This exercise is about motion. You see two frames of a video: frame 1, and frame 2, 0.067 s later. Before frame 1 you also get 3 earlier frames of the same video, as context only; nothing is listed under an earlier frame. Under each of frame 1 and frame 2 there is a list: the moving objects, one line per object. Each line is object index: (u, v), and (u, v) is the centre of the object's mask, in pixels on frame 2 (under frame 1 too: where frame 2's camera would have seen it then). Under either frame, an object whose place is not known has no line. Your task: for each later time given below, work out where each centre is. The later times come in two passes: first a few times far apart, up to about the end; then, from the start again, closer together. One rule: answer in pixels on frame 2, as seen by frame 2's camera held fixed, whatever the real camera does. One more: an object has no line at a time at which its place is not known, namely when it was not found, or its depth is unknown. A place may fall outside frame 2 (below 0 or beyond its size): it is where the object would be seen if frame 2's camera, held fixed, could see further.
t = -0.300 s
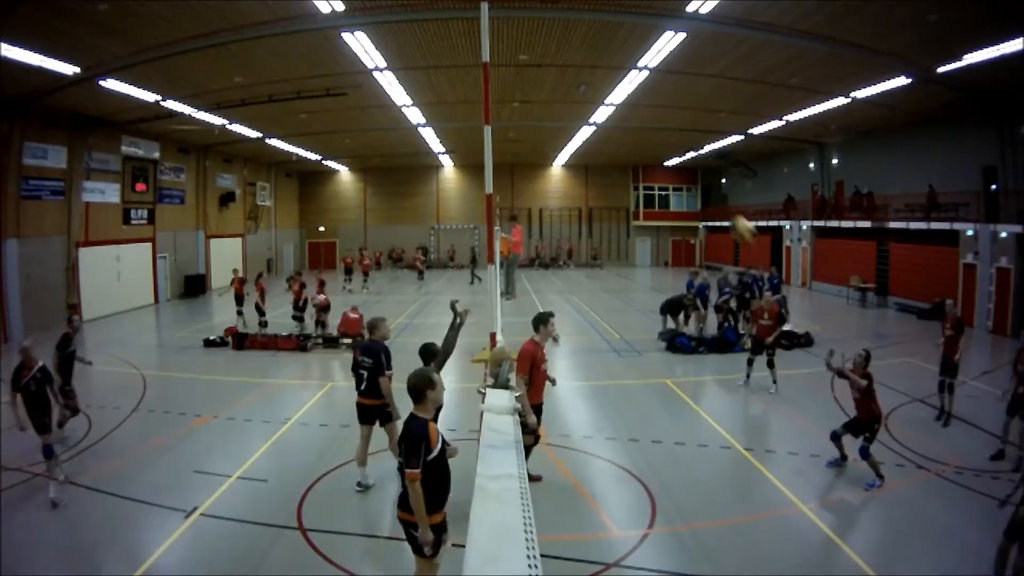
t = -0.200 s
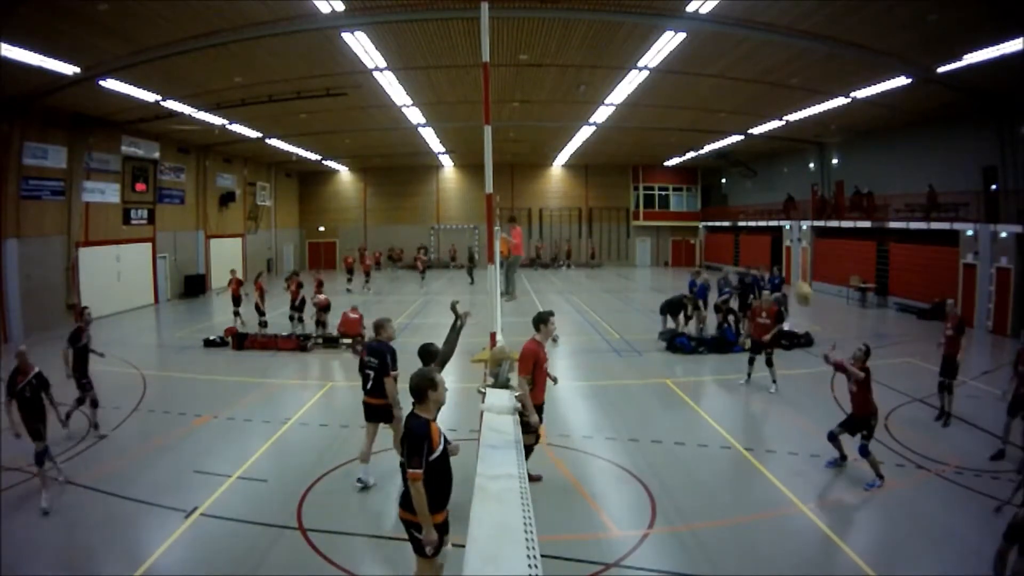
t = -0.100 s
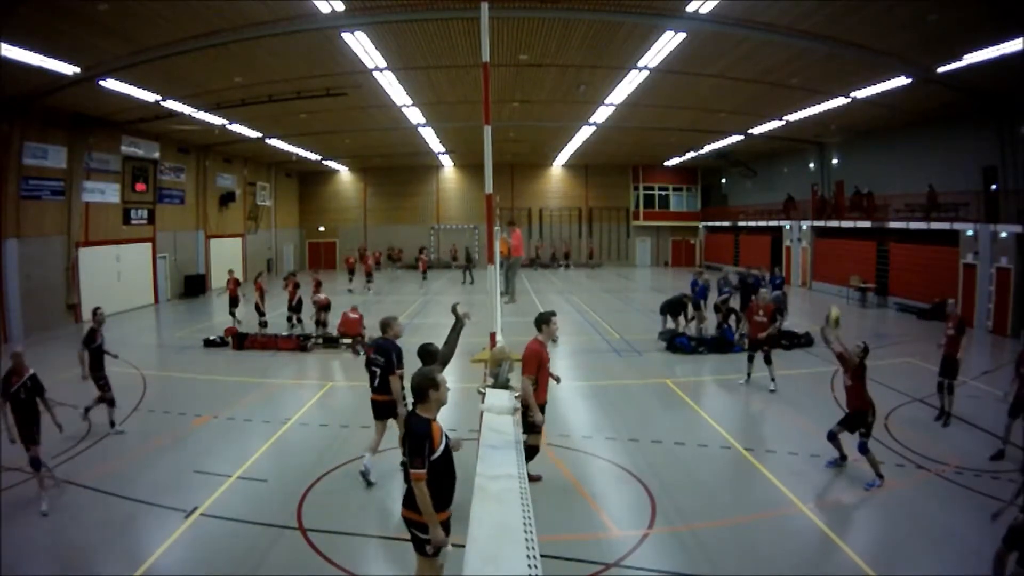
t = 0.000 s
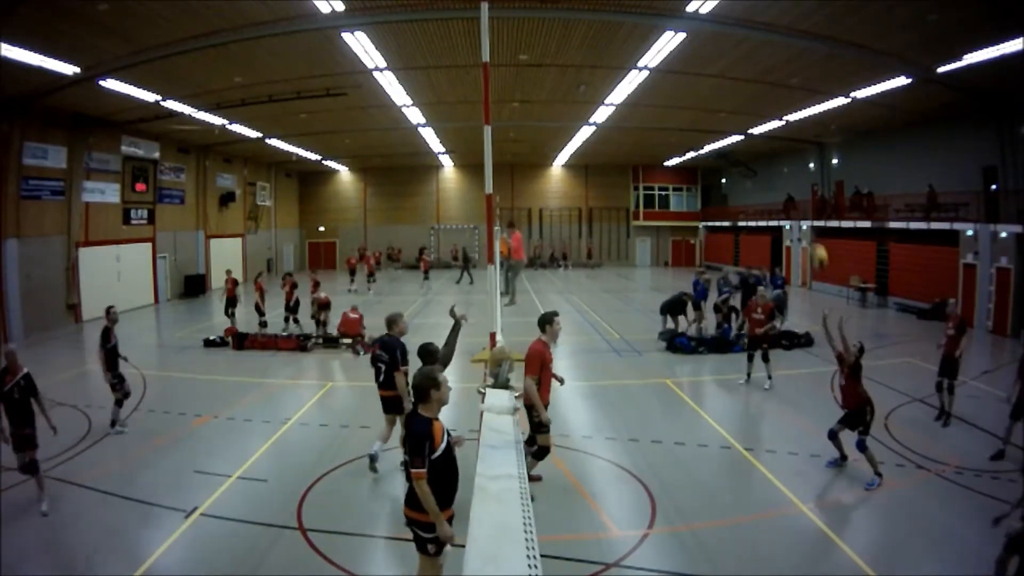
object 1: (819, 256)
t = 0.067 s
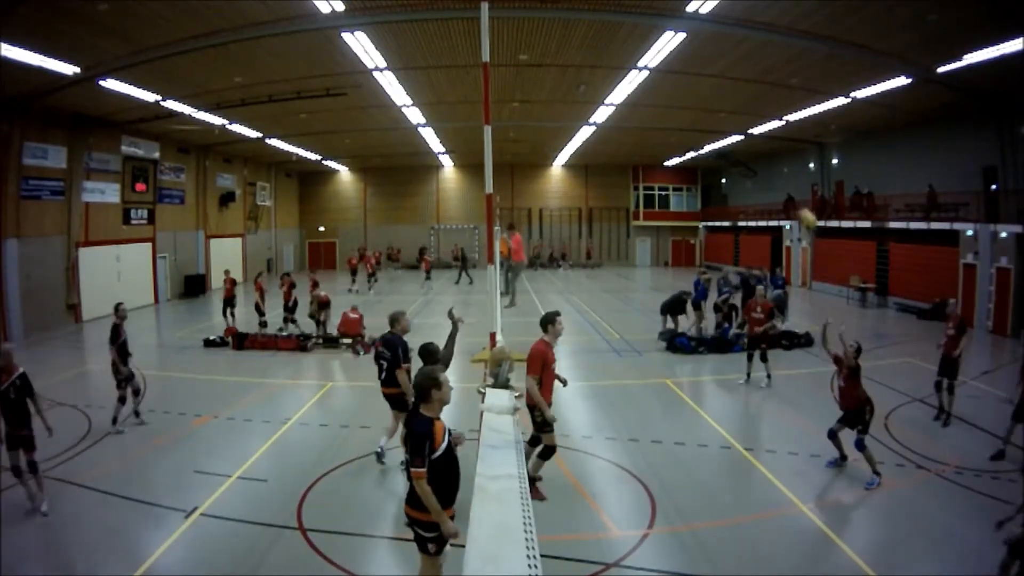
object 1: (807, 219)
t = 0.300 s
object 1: (759, 126)
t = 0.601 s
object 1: (696, 84)
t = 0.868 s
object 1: (637, 125)
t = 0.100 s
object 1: (800, 204)
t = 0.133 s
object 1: (795, 186)
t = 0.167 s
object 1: (787, 172)
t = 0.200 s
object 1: (780, 159)
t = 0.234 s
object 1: (773, 148)
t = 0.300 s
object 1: (759, 126)
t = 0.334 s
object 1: (752, 116)
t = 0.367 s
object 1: (746, 108)
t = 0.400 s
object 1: (739, 102)
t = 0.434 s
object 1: (732, 97)
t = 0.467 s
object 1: (725, 91)
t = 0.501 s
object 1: (717, 89)
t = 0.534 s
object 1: (710, 85)
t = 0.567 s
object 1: (703, 85)
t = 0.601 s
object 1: (696, 84)
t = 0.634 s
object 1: (689, 85)
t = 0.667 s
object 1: (682, 88)
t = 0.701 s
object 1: (674, 90)
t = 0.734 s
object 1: (668, 95)
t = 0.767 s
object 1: (660, 101)
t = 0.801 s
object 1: (652, 108)
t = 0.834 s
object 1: (645, 117)
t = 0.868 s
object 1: (637, 125)
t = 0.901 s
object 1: (630, 137)
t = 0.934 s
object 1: (621, 149)
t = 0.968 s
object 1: (614, 164)
